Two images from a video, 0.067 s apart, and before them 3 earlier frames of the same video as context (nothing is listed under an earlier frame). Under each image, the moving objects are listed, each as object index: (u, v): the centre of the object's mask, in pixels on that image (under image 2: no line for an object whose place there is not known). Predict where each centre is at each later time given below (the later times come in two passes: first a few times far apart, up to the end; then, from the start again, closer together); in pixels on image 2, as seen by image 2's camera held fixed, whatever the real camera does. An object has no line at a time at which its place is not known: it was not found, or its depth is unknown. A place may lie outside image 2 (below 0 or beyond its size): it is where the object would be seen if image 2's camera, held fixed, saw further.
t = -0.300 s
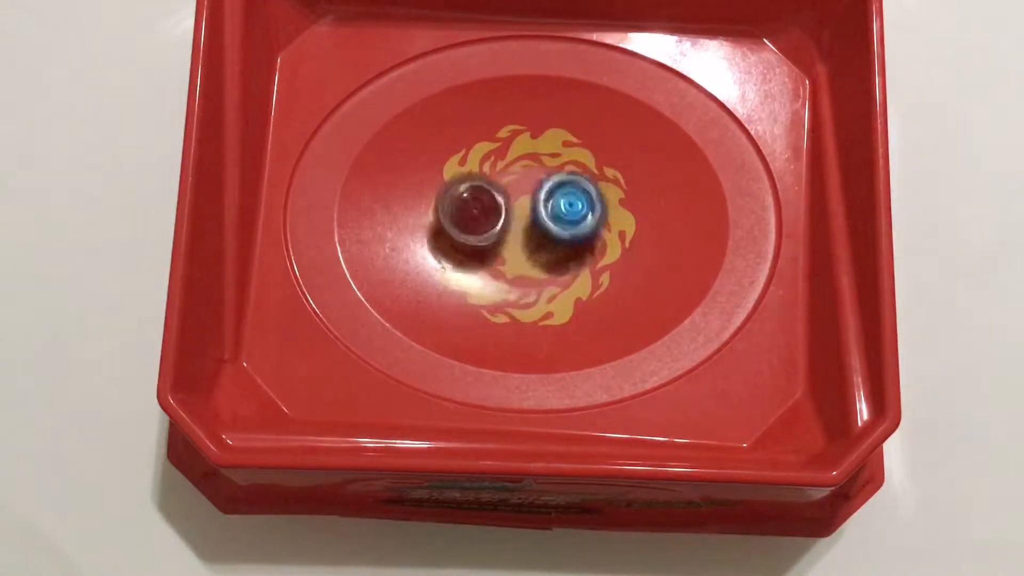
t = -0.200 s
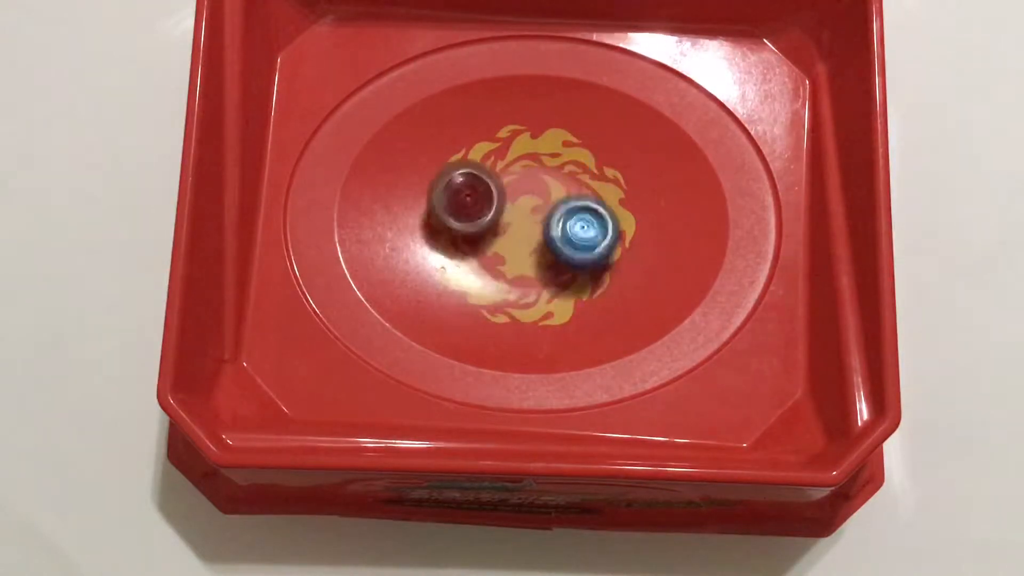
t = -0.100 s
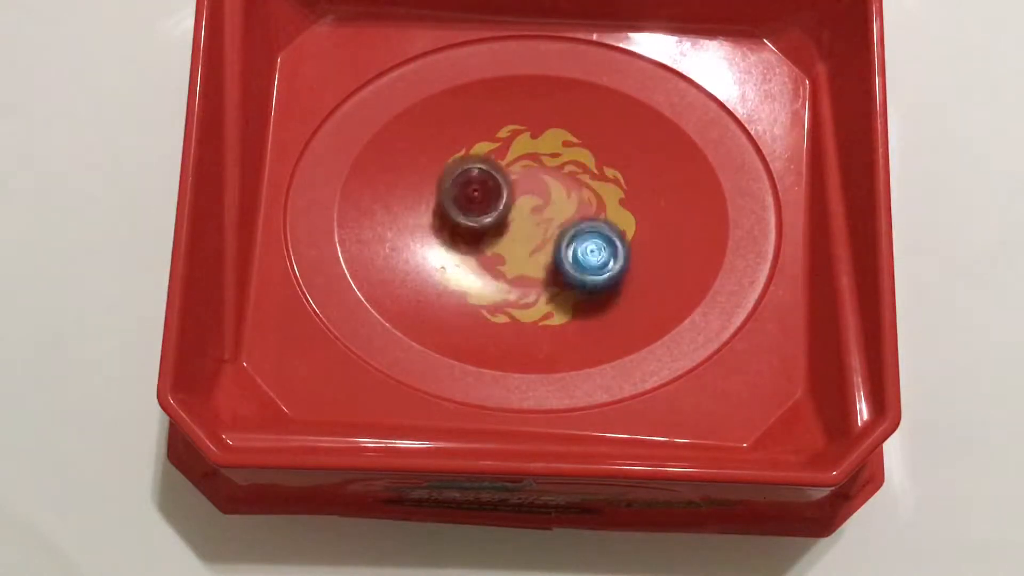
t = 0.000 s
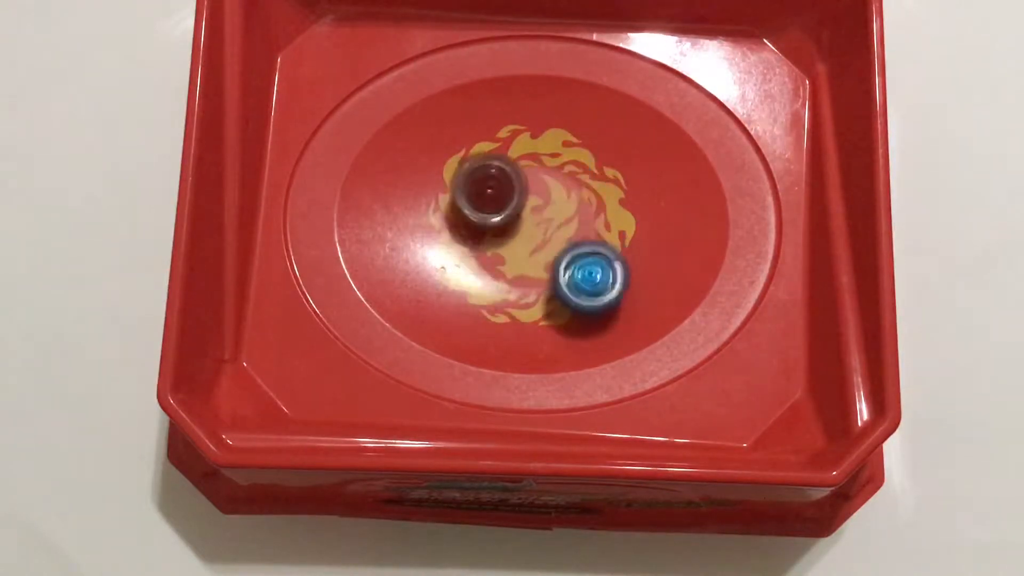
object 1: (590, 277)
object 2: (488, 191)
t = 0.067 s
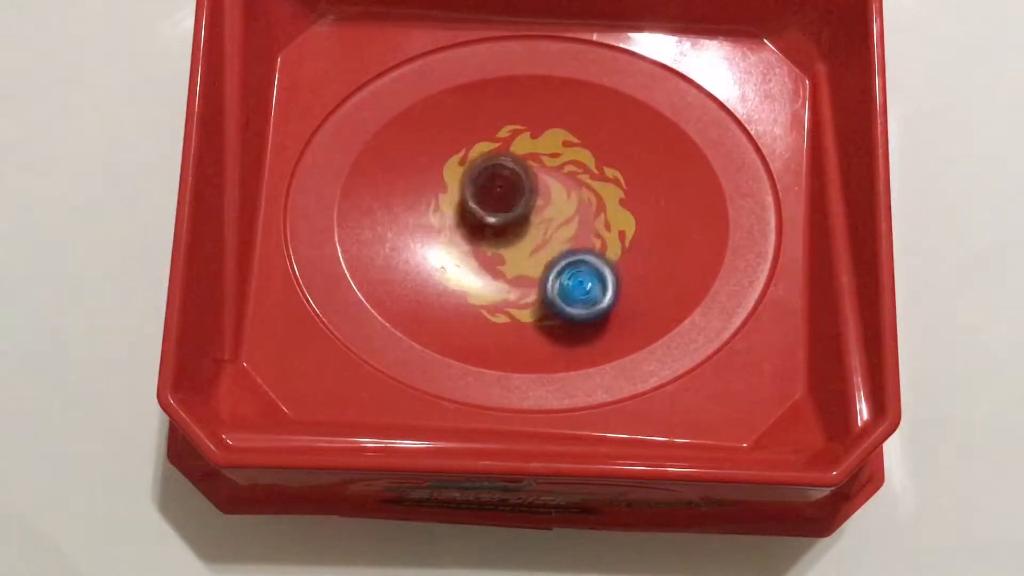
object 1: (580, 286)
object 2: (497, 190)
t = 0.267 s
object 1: (535, 268)
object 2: (527, 194)
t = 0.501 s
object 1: (498, 272)
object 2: (551, 190)
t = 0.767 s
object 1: (466, 248)
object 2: (557, 207)
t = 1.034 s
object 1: (449, 219)
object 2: (540, 212)
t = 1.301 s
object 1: (459, 180)
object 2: (578, 216)
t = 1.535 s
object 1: (510, 185)
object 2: (585, 218)
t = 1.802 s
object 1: (515, 188)
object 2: (589, 232)
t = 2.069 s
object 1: (495, 182)
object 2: (575, 239)
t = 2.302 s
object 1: (487, 170)
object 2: (560, 233)
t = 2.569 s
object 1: (500, 168)
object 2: (564, 222)
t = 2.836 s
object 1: (503, 168)
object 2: (578, 223)
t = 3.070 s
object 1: (510, 168)
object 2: (578, 227)
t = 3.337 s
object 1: (512, 166)
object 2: (568, 229)
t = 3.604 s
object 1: (508, 157)
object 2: (562, 228)
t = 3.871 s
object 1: (496, 167)
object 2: (564, 231)
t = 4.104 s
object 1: (489, 181)
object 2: (561, 233)
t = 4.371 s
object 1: (480, 201)
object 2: (560, 234)
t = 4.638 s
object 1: (465, 223)
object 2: (557, 231)
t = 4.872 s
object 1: (472, 234)
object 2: (569, 230)
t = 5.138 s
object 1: (469, 232)
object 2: (580, 234)
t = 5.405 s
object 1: (489, 229)
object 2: (581, 244)
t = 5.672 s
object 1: (456, 226)
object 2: (585, 242)
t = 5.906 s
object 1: (466, 240)
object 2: (576, 231)
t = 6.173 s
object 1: (495, 229)
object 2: (576, 216)
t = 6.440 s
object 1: (490, 197)
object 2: (587, 208)
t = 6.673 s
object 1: (469, 175)
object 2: (591, 211)
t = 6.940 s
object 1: (490, 183)
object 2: (579, 215)
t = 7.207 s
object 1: (489, 183)
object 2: (579, 221)
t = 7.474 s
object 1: (485, 187)
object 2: (571, 218)
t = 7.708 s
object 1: (488, 192)
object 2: (569, 213)
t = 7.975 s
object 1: (493, 191)
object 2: (574, 214)
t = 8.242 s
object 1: (480, 190)
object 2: (577, 225)
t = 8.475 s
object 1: (483, 194)
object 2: (565, 224)
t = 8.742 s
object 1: (485, 196)
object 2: (571, 217)
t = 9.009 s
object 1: (495, 194)
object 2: (575, 219)
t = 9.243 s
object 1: (493, 192)
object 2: (573, 224)
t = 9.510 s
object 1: (479, 199)
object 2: (566, 220)
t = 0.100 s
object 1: (572, 288)
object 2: (502, 190)
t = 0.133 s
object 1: (564, 287)
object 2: (507, 189)
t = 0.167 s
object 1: (554, 284)
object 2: (512, 190)
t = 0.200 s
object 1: (547, 278)
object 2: (517, 192)
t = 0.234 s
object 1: (539, 274)
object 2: (523, 193)
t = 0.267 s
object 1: (535, 268)
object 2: (527, 194)
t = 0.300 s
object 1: (532, 269)
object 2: (532, 189)
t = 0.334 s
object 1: (527, 273)
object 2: (538, 183)
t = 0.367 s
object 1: (524, 277)
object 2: (542, 183)
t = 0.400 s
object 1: (519, 279)
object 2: (545, 182)
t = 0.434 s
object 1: (514, 278)
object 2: (547, 184)
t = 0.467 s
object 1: (506, 277)
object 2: (550, 188)
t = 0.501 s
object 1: (498, 272)
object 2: (551, 190)
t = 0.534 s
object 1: (494, 269)
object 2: (552, 193)
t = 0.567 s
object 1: (490, 263)
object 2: (552, 196)
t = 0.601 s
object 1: (489, 259)
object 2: (552, 201)
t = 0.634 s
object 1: (487, 254)
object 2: (551, 204)
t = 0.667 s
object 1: (486, 251)
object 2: (551, 206)
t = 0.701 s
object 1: (480, 250)
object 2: (554, 206)
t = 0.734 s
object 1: (473, 249)
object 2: (556, 206)
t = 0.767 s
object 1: (466, 248)
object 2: (557, 207)
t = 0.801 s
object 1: (460, 246)
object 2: (555, 208)
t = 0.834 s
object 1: (453, 244)
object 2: (553, 210)
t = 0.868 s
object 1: (448, 239)
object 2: (551, 211)
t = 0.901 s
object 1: (445, 237)
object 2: (549, 212)
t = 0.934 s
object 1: (443, 232)
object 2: (546, 213)
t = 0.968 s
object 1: (443, 229)
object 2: (544, 213)
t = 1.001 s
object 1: (444, 223)
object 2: (542, 213)
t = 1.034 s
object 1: (449, 219)
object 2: (540, 212)
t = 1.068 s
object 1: (454, 213)
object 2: (538, 211)
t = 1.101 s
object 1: (453, 209)
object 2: (542, 212)
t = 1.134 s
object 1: (450, 202)
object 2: (553, 213)
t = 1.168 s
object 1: (448, 198)
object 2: (562, 215)
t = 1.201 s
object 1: (448, 192)
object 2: (568, 215)
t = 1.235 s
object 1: (449, 188)
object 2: (573, 215)
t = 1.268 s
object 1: (453, 183)
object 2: (576, 216)
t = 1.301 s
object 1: (459, 180)
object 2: (578, 216)
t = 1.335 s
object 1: (465, 177)
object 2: (581, 216)
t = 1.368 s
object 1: (475, 176)
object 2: (581, 216)
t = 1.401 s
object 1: (482, 176)
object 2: (583, 216)
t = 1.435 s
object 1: (490, 178)
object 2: (584, 216)
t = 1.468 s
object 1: (495, 179)
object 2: (584, 217)
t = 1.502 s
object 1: (504, 182)
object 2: (585, 218)
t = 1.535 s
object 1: (510, 185)
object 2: (585, 218)
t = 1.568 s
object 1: (513, 187)
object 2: (588, 221)
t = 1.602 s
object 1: (515, 187)
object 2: (591, 225)
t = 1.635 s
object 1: (516, 187)
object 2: (591, 225)
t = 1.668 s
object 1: (515, 187)
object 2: (591, 228)
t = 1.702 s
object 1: (516, 189)
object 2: (591, 229)
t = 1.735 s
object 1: (516, 188)
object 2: (590, 230)
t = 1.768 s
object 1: (517, 190)
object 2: (589, 231)
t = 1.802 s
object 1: (515, 188)
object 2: (589, 232)
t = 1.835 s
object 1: (516, 188)
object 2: (586, 234)
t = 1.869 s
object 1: (514, 188)
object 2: (585, 235)
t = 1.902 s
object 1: (516, 189)
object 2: (584, 236)
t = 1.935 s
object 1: (513, 188)
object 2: (583, 238)
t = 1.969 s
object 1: (510, 187)
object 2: (581, 239)
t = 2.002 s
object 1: (504, 186)
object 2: (579, 239)
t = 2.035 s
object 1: (501, 184)
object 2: (576, 239)
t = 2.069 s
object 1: (495, 182)
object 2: (575, 239)
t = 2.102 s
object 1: (493, 181)
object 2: (573, 239)
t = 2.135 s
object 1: (488, 178)
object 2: (570, 238)
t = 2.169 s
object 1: (487, 177)
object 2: (568, 238)
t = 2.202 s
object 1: (484, 173)
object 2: (566, 237)
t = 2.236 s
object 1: (484, 173)
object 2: (563, 236)
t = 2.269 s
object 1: (485, 170)
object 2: (562, 234)
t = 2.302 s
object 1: (487, 170)
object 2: (560, 233)
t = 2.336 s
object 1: (490, 167)
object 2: (558, 231)
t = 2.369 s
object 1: (493, 168)
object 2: (557, 228)
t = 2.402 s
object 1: (496, 168)
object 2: (556, 226)
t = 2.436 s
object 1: (498, 169)
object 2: (556, 224)
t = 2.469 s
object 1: (499, 169)
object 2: (558, 223)
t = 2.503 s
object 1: (500, 169)
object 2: (559, 223)
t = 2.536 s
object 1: (501, 169)
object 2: (562, 222)
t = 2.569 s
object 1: (500, 168)
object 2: (564, 222)
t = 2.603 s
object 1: (500, 169)
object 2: (567, 220)
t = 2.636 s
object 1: (500, 168)
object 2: (569, 220)
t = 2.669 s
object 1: (500, 169)
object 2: (571, 221)
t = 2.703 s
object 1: (501, 168)
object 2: (572, 221)
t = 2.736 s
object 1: (501, 168)
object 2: (574, 221)
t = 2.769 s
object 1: (502, 168)
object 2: (575, 221)
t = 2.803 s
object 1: (501, 168)
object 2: (576, 222)
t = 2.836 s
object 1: (503, 168)
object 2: (578, 223)
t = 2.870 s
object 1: (502, 168)
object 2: (578, 223)
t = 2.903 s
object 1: (505, 169)
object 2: (579, 224)
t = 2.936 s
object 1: (505, 168)
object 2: (580, 225)
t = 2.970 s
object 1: (507, 169)
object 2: (579, 225)
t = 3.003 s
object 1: (507, 168)
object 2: (579, 226)
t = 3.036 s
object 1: (507, 168)
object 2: (579, 227)
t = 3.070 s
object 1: (510, 168)
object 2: (578, 227)
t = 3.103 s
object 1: (509, 168)
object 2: (577, 228)
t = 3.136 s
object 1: (512, 167)
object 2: (577, 228)
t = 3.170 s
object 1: (511, 166)
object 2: (575, 229)
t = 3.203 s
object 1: (512, 166)
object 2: (574, 230)
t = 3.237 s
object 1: (512, 165)
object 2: (573, 229)
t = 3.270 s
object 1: (513, 166)
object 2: (572, 230)
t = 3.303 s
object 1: (513, 165)
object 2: (570, 230)
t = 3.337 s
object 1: (512, 166)
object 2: (568, 229)
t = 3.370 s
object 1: (514, 165)
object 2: (567, 229)
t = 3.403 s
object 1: (514, 165)
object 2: (565, 228)
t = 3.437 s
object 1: (514, 165)
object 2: (564, 228)
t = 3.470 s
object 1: (510, 162)
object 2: (564, 230)
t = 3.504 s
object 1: (510, 162)
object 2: (563, 229)
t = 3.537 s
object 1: (507, 159)
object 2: (562, 229)
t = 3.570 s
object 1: (508, 159)
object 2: (562, 228)
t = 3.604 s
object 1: (508, 157)
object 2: (562, 228)
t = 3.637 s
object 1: (508, 159)
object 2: (562, 228)
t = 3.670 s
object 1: (512, 160)
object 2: (562, 227)
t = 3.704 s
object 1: (511, 161)
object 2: (561, 227)
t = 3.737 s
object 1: (508, 161)
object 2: (562, 228)
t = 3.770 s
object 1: (505, 163)
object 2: (564, 230)
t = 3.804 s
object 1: (504, 163)
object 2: (564, 231)
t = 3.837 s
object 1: (499, 164)
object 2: (564, 231)
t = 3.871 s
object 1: (496, 167)
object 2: (564, 231)
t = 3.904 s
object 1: (494, 167)
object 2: (563, 232)
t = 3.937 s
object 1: (491, 169)
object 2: (563, 232)
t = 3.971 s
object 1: (492, 170)
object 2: (563, 232)
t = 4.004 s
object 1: (490, 171)
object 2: (563, 233)
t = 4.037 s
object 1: (491, 174)
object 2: (563, 232)
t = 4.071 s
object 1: (489, 176)
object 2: (562, 233)
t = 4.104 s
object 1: (489, 181)
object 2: (561, 233)
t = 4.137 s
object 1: (489, 185)
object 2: (560, 232)
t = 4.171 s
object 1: (487, 188)
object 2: (560, 233)
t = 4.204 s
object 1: (489, 191)
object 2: (560, 233)
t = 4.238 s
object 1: (487, 196)
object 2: (558, 233)
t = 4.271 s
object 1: (485, 199)
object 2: (560, 233)
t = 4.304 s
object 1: (485, 198)
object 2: (560, 234)
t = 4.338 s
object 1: (482, 199)
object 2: (560, 234)
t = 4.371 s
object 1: (480, 201)
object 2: (560, 234)
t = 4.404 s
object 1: (476, 205)
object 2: (559, 234)
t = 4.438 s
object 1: (476, 207)
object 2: (559, 234)
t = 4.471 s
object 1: (473, 209)
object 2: (559, 233)
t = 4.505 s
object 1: (471, 214)
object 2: (558, 233)
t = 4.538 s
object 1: (471, 216)
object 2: (558, 233)
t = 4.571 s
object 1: (467, 221)
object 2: (558, 232)
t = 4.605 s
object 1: (468, 222)
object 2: (558, 232)
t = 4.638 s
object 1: (465, 223)
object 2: (557, 231)
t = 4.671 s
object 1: (466, 227)
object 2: (557, 231)
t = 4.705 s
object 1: (470, 226)
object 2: (557, 230)
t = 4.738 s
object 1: (471, 226)
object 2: (557, 230)
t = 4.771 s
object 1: (473, 226)
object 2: (557, 229)
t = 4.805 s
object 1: (477, 229)
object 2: (558, 228)
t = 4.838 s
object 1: (475, 233)
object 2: (563, 229)
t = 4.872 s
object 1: (472, 234)
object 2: (569, 230)
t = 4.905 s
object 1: (468, 235)
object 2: (571, 230)
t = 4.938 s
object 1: (467, 235)
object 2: (573, 231)
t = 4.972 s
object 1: (463, 235)
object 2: (575, 230)
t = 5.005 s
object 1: (463, 237)
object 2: (576, 231)
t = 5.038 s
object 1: (466, 236)
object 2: (578, 231)
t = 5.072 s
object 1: (466, 235)
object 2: (578, 232)
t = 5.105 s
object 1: (468, 233)
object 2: (580, 233)
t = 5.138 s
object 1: (469, 232)
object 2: (580, 234)
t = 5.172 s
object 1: (473, 231)
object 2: (580, 235)
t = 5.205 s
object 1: (476, 231)
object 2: (580, 236)
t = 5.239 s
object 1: (478, 232)
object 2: (579, 238)
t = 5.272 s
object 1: (484, 231)
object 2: (579, 239)
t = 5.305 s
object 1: (487, 231)
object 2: (576, 241)
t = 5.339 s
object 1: (493, 230)
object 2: (576, 242)
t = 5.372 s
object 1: (496, 230)
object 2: (575, 242)
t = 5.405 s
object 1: (489, 229)
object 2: (581, 244)
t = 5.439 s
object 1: (484, 227)
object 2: (588, 246)
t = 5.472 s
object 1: (477, 224)
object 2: (591, 248)
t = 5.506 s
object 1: (472, 224)
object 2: (592, 248)
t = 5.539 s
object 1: (468, 224)
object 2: (590, 247)
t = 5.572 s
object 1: (463, 226)
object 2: (590, 245)
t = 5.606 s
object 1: (461, 226)
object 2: (588, 244)
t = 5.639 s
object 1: (458, 225)
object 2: (587, 243)
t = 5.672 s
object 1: (456, 226)
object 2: (585, 242)
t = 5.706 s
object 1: (454, 229)
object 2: (583, 240)
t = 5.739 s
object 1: (453, 232)
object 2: (581, 239)
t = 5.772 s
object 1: (455, 235)
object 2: (581, 239)
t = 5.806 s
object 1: (456, 237)
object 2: (578, 237)
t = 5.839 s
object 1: (457, 240)
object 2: (578, 235)
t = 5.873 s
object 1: (462, 240)
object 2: (576, 233)
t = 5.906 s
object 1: (466, 240)
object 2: (576, 231)
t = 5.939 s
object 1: (469, 241)
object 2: (575, 229)
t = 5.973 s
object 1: (474, 240)
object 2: (575, 227)
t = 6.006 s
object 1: (479, 239)
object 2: (575, 225)
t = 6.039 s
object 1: (483, 239)
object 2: (575, 223)
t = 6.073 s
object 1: (487, 237)
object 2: (575, 220)
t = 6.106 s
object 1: (490, 236)
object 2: (575, 219)
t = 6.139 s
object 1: (493, 232)
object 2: (576, 217)
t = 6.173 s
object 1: (495, 229)
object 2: (576, 216)
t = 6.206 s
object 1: (496, 226)
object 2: (578, 213)
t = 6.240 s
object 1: (498, 220)
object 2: (579, 212)
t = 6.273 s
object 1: (498, 217)
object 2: (581, 210)
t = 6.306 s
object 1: (497, 213)
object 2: (582, 210)
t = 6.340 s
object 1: (497, 210)
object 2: (583, 209)
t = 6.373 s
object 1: (495, 204)
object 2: (584, 209)
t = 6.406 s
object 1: (493, 201)
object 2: (586, 208)
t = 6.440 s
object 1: (490, 197)
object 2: (587, 208)
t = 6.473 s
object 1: (486, 193)
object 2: (588, 208)
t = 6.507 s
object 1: (482, 190)
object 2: (588, 209)
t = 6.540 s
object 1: (478, 186)
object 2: (590, 209)
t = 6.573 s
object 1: (474, 184)
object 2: (590, 209)
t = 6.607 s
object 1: (472, 182)
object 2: (591, 210)
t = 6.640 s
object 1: (471, 179)
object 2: (591, 211)
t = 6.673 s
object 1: (469, 175)
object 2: (591, 211)
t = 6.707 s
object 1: (470, 174)
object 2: (590, 212)
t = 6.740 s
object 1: (470, 172)
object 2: (589, 213)
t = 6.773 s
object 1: (473, 173)
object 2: (588, 213)
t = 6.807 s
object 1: (477, 172)
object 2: (587, 214)
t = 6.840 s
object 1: (479, 173)
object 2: (584, 215)
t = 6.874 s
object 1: (484, 177)
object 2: (582, 215)
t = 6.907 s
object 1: (488, 180)
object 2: (581, 215)
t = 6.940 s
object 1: (490, 183)
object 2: (579, 215)
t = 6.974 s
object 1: (494, 185)
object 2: (577, 214)
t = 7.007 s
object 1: (498, 187)
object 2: (575, 214)
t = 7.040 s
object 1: (495, 187)
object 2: (578, 216)
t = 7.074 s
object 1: (495, 187)
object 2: (580, 218)
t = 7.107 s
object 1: (494, 183)
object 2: (581, 220)
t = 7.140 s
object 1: (491, 184)
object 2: (580, 221)
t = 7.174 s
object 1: (491, 184)
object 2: (579, 221)
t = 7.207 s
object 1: (489, 183)
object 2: (579, 221)
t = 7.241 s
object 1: (487, 184)
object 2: (577, 221)
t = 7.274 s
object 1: (487, 184)
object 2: (577, 221)
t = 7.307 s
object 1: (485, 183)
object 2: (576, 221)
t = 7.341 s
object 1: (485, 184)
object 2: (575, 221)
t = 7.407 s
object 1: (486, 184)
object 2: (573, 220)
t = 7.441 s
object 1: (484, 185)
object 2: (573, 220)
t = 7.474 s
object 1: (485, 187)
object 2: (571, 218)
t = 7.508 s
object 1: (485, 187)
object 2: (571, 218)
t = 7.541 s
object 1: (485, 189)
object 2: (568, 217)
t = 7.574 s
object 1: (488, 190)
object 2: (569, 217)
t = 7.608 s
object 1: (488, 191)
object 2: (567, 216)
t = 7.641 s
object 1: (488, 192)
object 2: (567, 213)
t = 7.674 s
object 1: (490, 193)
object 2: (567, 213)
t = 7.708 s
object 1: (488, 192)
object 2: (569, 213)
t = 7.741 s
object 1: (487, 193)
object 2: (568, 213)
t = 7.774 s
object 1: (489, 194)
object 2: (569, 212)
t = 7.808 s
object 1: (488, 194)
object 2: (569, 212)
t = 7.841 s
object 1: (490, 194)
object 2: (570, 211)
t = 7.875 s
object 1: (491, 193)
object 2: (571, 212)
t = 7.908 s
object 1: (490, 191)
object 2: (571, 212)
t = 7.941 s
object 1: (491, 192)
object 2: (572, 213)
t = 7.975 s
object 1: (493, 191)
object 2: (574, 214)
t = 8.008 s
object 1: (490, 191)
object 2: (578, 217)
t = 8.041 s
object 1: (490, 191)
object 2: (578, 218)
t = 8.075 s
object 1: (488, 190)
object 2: (580, 220)
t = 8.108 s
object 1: (486, 190)
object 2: (578, 222)
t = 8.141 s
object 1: (484, 189)
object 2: (579, 223)
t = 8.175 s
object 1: (480, 189)
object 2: (578, 224)
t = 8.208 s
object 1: (480, 190)
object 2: (578, 224)
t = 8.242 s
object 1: (480, 190)
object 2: (577, 225)
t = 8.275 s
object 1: (479, 190)
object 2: (575, 226)
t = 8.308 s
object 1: (479, 191)
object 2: (574, 227)
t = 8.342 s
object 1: (480, 191)
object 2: (572, 226)
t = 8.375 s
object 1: (480, 191)
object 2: (571, 226)
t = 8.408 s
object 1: (480, 192)
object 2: (569, 225)
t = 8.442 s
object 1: (482, 193)
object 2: (568, 225)
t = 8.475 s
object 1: (483, 194)
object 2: (565, 224)
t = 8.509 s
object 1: (486, 196)
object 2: (565, 222)
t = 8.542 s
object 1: (487, 196)
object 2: (563, 221)
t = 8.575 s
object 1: (486, 197)
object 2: (564, 220)
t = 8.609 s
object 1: (485, 196)
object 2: (567, 219)
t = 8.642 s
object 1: (486, 197)
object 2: (568, 219)
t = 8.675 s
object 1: (485, 196)
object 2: (569, 219)
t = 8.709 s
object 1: (485, 196)
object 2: (569, 218)
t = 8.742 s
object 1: (485, 196)
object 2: (571, 217)
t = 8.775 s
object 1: (485, 196)
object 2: (571, 217)
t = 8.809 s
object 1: (486, 196)
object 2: (573, 216)
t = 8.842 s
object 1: (487, 195)
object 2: (574, 217)
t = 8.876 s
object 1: (487, 195)
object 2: (574, 216)
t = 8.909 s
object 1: (487, 195)
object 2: (575, 217)
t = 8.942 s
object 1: (489, 194)
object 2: (576, 217)
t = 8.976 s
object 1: (493, 194)
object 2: (576, 218)
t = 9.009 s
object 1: (495, 194)
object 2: (575, 219)
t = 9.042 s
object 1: (497, 194)
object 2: (576, 220)
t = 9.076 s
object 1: (501, 194)
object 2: (576, 221)
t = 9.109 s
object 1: (500, 193)
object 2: (576, 222)
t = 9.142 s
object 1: (501, 193)
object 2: (575, 223)
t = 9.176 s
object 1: (499, 191)
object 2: (574, 223)
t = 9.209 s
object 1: (496, 189)
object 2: (574, 224)
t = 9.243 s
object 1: (493, 192)
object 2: (573, 224)
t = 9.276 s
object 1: (493, 193)
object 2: (573, 224)
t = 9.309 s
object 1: (493, 192)
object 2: (571, 224)
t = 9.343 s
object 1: (490, 191)
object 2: (570, 223)
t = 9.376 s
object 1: (488, 193)
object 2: (569, 223)
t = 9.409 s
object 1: (486, 194)
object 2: (568, 222)
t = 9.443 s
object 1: (483, 197)
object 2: (567, 220)
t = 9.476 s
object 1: (482, 199)
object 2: (566, 220)
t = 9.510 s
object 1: (479, 199)
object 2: (566, 220)
